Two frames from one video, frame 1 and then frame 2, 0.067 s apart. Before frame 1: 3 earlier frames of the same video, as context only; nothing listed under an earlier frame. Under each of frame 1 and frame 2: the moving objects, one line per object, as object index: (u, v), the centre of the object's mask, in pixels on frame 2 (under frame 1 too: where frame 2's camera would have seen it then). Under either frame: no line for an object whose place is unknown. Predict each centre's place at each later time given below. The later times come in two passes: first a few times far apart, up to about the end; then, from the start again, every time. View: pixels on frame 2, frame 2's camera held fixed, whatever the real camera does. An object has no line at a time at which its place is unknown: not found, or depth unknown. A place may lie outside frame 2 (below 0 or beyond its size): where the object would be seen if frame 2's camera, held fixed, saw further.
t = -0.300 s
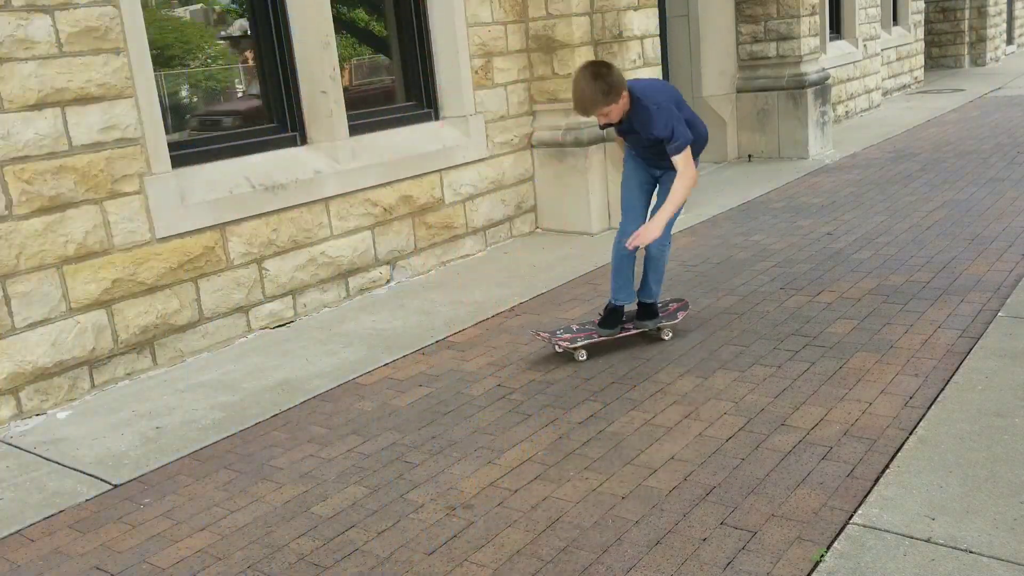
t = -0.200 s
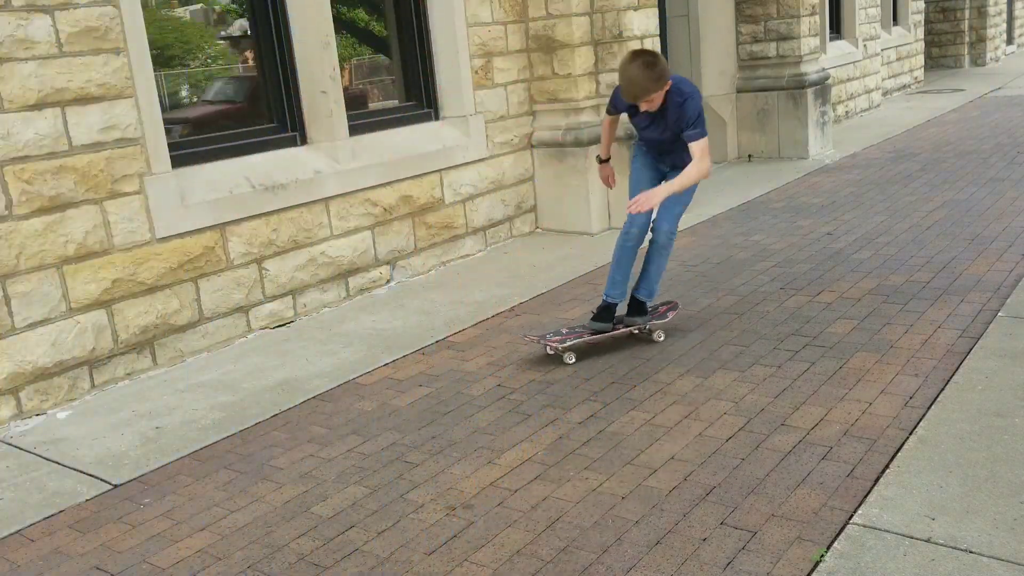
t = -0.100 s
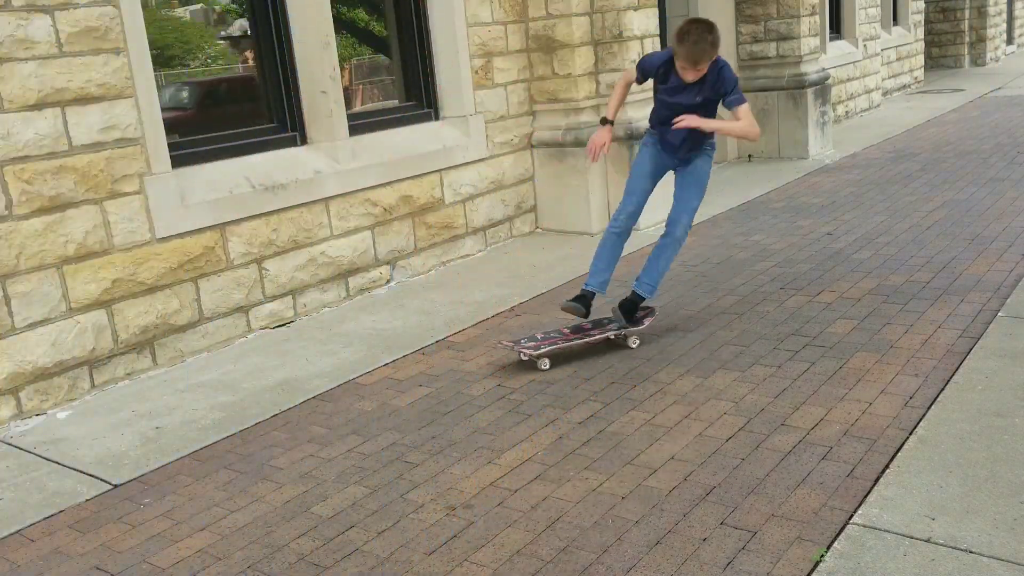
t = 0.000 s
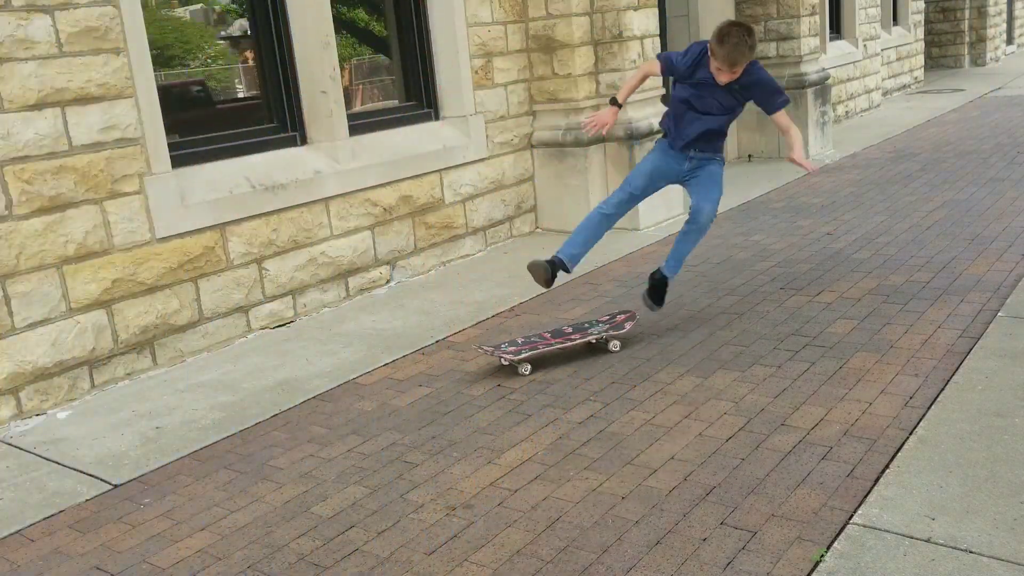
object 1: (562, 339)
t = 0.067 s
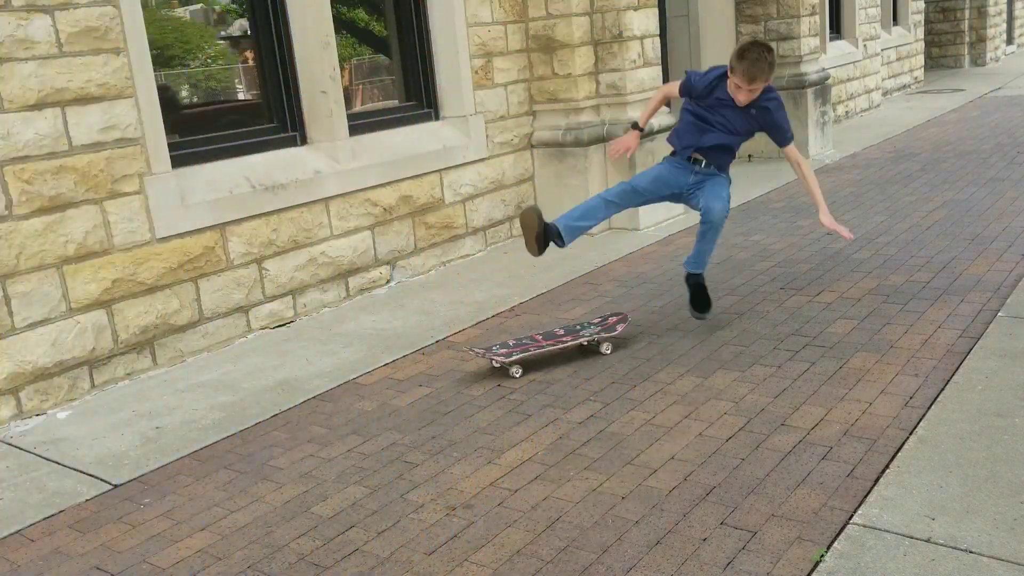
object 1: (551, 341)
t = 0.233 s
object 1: (533, 346)
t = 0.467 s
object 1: (508, 351)
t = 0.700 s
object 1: (483, 359)
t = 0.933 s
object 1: (461, 364)
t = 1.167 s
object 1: (443, 368)
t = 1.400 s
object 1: (428, 372)
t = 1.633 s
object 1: (415, 375)
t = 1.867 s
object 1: (407, 377)
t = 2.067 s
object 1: (398, 378)
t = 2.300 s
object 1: (400, 379)
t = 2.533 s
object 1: (404, 377)
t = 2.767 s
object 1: (407, 377)
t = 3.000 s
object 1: (410, 376)
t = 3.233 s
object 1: (413, 375)
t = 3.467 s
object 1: (418, 374)
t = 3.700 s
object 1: (422, 373)
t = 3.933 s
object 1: (427, 371)
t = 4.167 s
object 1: (429, 371)
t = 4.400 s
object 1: (434, 370)
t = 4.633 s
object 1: (439, 369)
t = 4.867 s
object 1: (443, 368)
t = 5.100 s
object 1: (448, 367)
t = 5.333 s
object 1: (453, 366)
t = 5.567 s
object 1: (460, 364)
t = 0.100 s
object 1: (551, 340)
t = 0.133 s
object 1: (547, 342)
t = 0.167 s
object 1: (540, 345)
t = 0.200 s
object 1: (538, 345)
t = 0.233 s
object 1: (533, 346)
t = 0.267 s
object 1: (529, 347)
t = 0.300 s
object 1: (525, 348)
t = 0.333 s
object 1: (521, 349)
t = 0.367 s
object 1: (518, 350)
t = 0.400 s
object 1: (514, 351)
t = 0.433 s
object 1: (510, 352)
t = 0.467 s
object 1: (508, 351)
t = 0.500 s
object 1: (502, 354)
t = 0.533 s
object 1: (499, 355)
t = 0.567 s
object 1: (495, 355)
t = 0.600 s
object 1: (492, 356)
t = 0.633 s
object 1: (489, 357)
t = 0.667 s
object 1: (486, 358)
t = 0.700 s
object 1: (483, 359)
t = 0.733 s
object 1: (479, 359)
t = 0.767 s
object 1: (476, 360)
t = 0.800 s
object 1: (473, 361)
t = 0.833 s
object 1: (470, 362)
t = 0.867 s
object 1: (467, 362)
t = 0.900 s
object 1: (464, 363)
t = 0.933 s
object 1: (461, 364)
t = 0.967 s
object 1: (457, 365)
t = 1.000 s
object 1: (455, 365)
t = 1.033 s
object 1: (455, 364)
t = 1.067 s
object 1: (453, 364)
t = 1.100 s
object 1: (450, 365)
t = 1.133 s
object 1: (445, 368)
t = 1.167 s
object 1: (443, 368)
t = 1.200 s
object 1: (440, 369)
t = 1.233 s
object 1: (438, 369)
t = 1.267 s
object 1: (436, 370)
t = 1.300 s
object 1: (434, 370)
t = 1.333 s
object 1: (431, 371)
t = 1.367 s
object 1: (430, 371)
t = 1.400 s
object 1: (428, 372)
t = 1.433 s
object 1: (426, 372)
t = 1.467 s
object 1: (424, 373)
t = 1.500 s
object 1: (425, 371)
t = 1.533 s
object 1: (423, 372)
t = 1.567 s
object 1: (421, 372)
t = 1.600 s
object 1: (417, 374)
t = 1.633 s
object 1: (415, 375)
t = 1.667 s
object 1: (414, 375)
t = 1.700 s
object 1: (413, 376)
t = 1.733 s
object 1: (411, 376)
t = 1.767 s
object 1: (410, 376)
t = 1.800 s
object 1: (409, 377)
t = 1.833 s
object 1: (408, 377)
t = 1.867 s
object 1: (407, 377)
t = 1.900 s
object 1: (406, 377)
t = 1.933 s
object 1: (405, 377)
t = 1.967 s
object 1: (404, 377)
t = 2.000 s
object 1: (403, 378)
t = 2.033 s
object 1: (402, 378)
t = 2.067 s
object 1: (398, 378)
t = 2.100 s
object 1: (398, 378)
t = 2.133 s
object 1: (397, 378)
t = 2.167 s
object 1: (400, 378)
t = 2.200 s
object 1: (399, 378)
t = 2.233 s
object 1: (400, 378)
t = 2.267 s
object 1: (400, 379)
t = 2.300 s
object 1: (400, 379)
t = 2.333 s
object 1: (400, 379)
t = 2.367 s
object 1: (401, 378)
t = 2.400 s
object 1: (401, 378)
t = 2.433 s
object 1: (402, 378)
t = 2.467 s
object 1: (403, 378)
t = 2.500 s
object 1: (404, 378)
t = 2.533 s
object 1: (404, 377)
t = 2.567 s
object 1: (405, 377)
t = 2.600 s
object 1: (405, 377)
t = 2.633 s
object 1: (406, 377)
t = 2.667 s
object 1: (406, 377)
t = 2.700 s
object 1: (406, 377)
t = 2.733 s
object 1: (406, 377)
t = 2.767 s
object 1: (407, 377)
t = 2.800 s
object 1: (407, 377)
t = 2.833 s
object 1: (407, 377)
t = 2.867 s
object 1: (408, 377)
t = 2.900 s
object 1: (408, 377)
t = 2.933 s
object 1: (409, 377)
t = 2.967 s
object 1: (409, 376)
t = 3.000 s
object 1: (410, 376)
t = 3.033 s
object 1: (410, 376)
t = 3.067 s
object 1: (411, 376)
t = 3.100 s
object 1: (412, 376)
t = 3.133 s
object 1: (412, 376)
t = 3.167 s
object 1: (412, 375)
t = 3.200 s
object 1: (413, 375)
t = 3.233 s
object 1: (413, 375)
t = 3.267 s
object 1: (414, 375)
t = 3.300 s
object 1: (414, 375)
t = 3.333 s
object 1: (415, 375)
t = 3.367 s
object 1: (416, 375)
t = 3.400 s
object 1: (416, 375)
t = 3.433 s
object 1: (417, 374)
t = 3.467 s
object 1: (418, 374)
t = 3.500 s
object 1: (418, 374)
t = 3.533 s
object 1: (419, 374)
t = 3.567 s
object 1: (420, 374)
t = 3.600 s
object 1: (420, 374)
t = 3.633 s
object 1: (421, 373)
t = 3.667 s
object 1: (421, 373)
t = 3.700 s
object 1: (422, 373)
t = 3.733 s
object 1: (422, 373)
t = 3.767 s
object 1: (425, 371)
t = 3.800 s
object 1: (425, 371)
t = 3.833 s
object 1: (424, 373)
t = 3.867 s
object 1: (424, 373)
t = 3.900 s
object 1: (425, 373)
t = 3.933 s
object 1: (427, 371)
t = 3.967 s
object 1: (426, 372)
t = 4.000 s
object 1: (428, 370)
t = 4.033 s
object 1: (427, 372)
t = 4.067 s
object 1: (427, 372)
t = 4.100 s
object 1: (428, 372)
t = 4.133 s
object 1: (429, 372)
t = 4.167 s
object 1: (429, 371)
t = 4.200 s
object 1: (430, 371)
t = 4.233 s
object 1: (430, 371)
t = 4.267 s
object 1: (431, 371)
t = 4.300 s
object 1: (432, 371)
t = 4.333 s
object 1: (432, 371)
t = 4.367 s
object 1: (433, 371)
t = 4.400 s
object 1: (434, 370)
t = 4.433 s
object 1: (435, 370)
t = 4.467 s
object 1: (435, 370)
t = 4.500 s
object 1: (436, 370)
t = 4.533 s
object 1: (437, 370)
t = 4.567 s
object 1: (437, 370)
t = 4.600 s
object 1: (438, 369)
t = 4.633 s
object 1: (439, 369)
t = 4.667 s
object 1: (439, 369)
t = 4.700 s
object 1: (440, 369)
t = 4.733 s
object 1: (441, 369)
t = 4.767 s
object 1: (441, 369)
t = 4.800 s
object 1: (442, 369)
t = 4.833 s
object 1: (442, 368)
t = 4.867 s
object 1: (443, 368)
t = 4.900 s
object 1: (444, 368)
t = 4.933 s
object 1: (445, 368)
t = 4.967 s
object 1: (445, 368)
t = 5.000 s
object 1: (446, 368)
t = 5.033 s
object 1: (447, 367)
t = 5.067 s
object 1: (447, 367)
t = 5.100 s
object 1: (448, 367)
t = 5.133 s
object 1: (449, 367)
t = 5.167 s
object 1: (449, 367)
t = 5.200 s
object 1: (453, 365)
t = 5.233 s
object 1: (451, 366)
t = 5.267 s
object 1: (452, 366)
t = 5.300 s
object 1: (452, 366)
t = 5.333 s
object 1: (453, 366)
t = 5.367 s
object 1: (455, 365)
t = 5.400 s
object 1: (455, 365)
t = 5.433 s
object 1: (456, 365)
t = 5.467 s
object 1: (456, 365)
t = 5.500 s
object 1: (457, 365)
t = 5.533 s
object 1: (459, 364)
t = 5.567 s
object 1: (460, 364)
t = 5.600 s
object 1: (461, 364)
